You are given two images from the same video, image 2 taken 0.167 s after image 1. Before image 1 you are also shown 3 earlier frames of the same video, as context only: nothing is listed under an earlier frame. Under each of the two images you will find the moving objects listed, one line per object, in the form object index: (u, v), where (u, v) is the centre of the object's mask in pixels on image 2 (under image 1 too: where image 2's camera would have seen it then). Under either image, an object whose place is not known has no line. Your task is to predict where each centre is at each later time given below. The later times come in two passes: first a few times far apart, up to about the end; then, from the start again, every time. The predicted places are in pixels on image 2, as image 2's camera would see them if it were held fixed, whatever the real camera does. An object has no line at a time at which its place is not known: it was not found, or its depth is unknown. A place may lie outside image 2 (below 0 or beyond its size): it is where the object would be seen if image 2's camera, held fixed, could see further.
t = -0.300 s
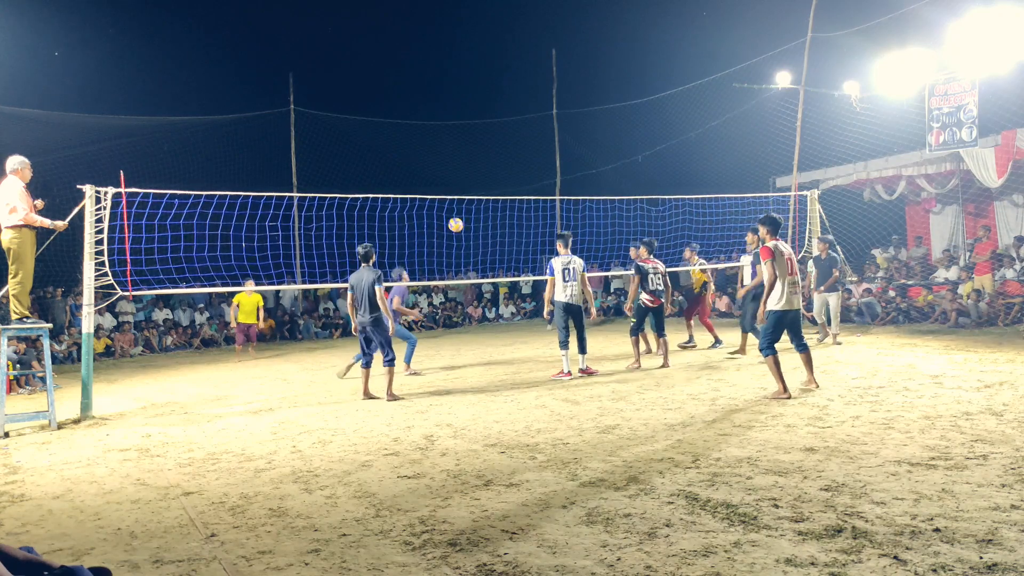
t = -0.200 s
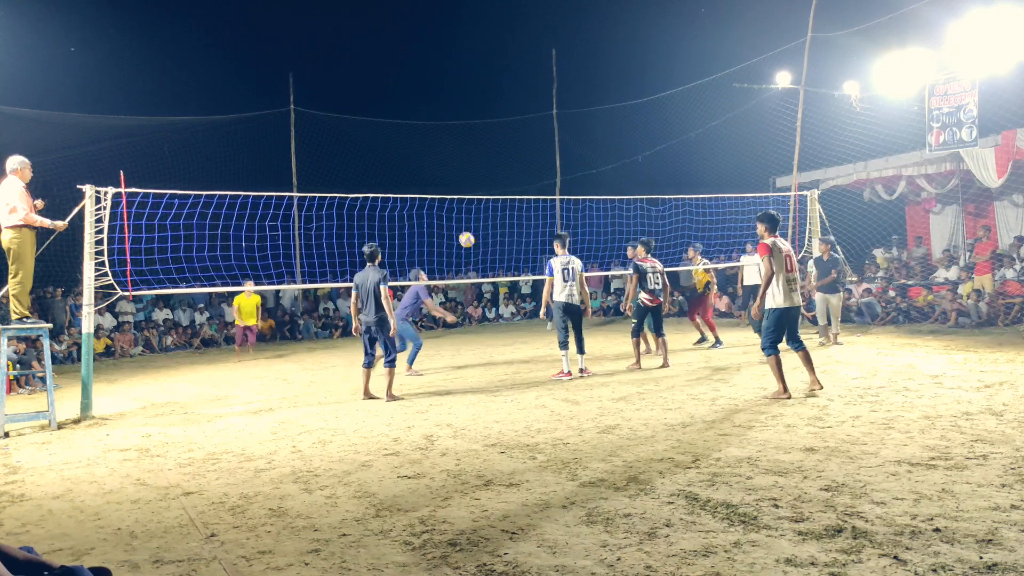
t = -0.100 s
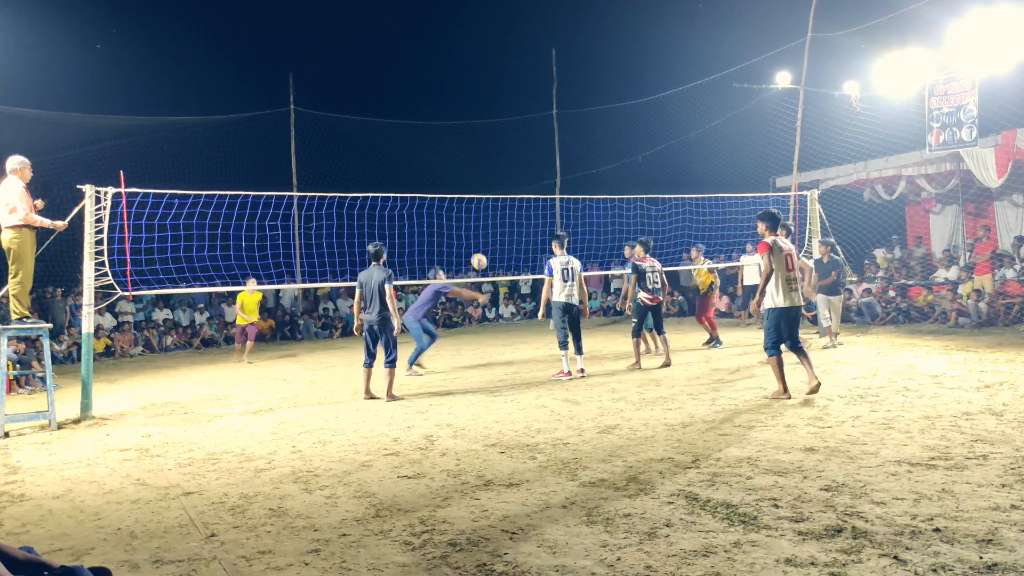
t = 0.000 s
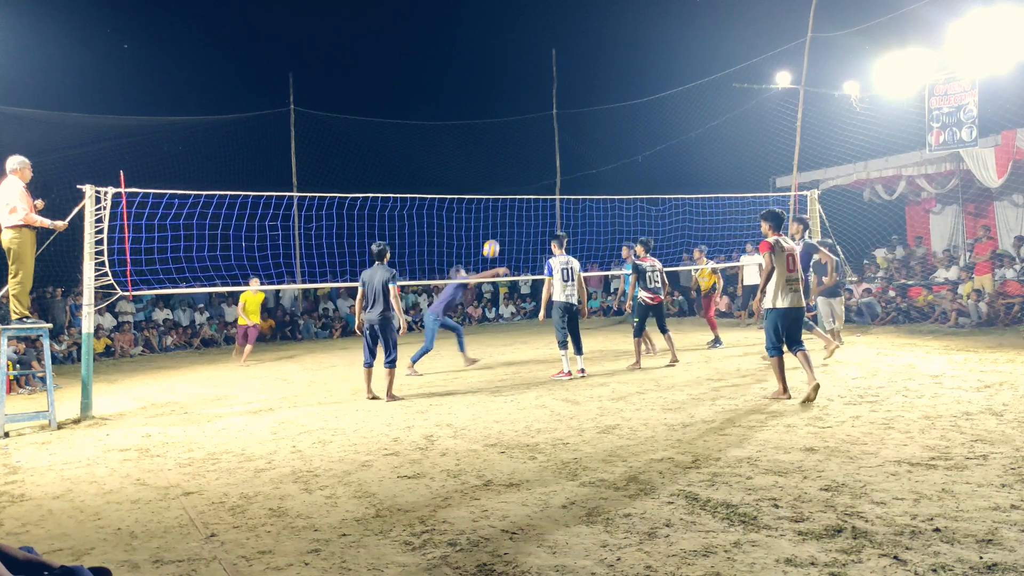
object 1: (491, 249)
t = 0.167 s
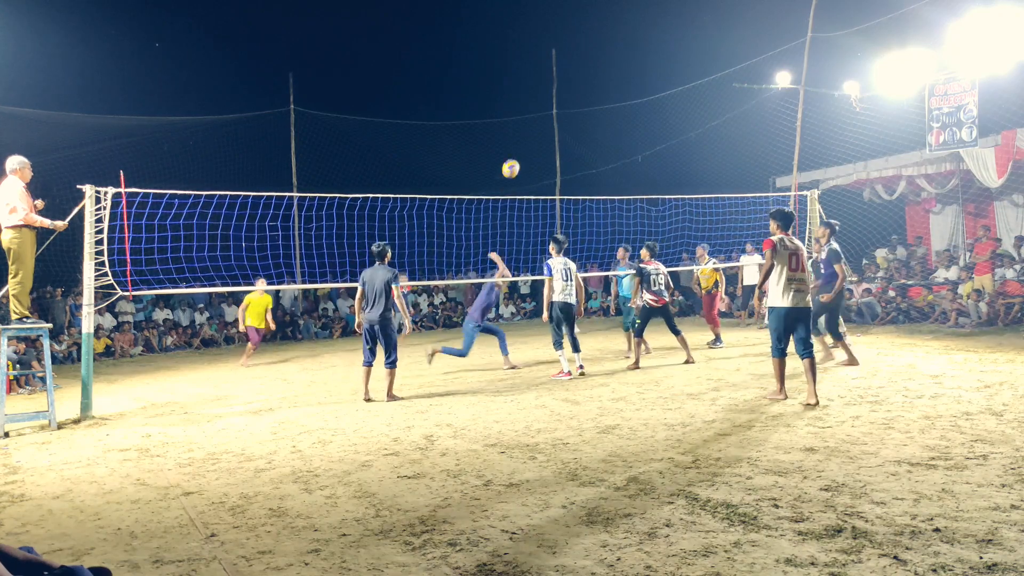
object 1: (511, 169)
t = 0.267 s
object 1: (523, 127)
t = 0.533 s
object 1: (561, 46)
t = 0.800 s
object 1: (608, 14)
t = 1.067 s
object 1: (666, 45)
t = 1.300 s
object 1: (728, 139)
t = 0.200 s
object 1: (515, 155)
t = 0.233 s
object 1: (519, 141)
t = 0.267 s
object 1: (523, 127)
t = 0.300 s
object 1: (527, 115)
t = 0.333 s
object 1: (532, 103)
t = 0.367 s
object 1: (537, 92)
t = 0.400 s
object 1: (541, 81)
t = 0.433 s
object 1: (546, 71)
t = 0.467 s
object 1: (551, 62)
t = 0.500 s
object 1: (556, 54)
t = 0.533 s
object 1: (561, 46)
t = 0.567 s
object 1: (566, 39)
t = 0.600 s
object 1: (572, 33)
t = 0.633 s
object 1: (578, 27)
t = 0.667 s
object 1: (583, 23)
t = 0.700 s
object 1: (589, 20)
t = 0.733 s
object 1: (595, 16)
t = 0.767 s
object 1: (602, 15)
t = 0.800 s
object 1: (608, 14)
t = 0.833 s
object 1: (615, 14)
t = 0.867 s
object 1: (621, 15)
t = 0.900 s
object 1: (628, 17)
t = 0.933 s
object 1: (636, 20)
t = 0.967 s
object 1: (643, 25)
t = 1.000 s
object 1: (650, 30)
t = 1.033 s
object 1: (658, 37)
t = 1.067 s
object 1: (666, 45)
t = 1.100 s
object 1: (675, 55)
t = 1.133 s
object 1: (683, 65)
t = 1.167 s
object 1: (692, 77)
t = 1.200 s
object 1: (700, 90)
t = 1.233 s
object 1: (709, 105)
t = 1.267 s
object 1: (719, 122)
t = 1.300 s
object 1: (728, 139)
